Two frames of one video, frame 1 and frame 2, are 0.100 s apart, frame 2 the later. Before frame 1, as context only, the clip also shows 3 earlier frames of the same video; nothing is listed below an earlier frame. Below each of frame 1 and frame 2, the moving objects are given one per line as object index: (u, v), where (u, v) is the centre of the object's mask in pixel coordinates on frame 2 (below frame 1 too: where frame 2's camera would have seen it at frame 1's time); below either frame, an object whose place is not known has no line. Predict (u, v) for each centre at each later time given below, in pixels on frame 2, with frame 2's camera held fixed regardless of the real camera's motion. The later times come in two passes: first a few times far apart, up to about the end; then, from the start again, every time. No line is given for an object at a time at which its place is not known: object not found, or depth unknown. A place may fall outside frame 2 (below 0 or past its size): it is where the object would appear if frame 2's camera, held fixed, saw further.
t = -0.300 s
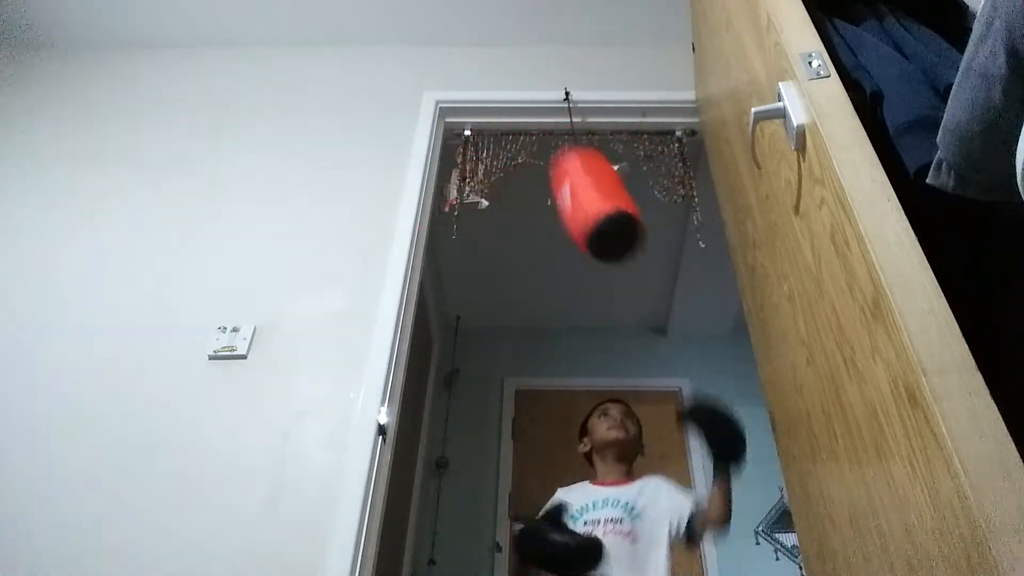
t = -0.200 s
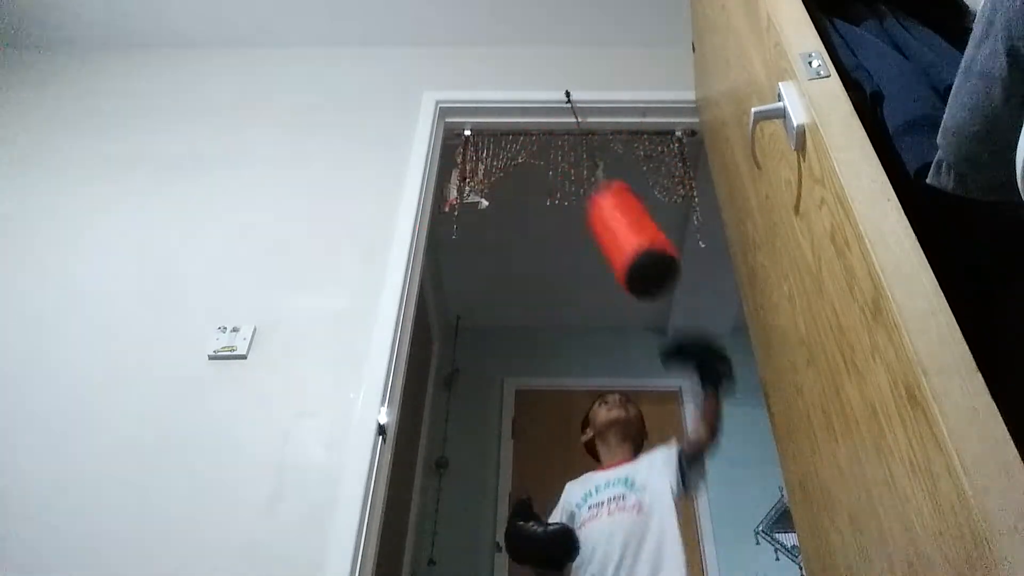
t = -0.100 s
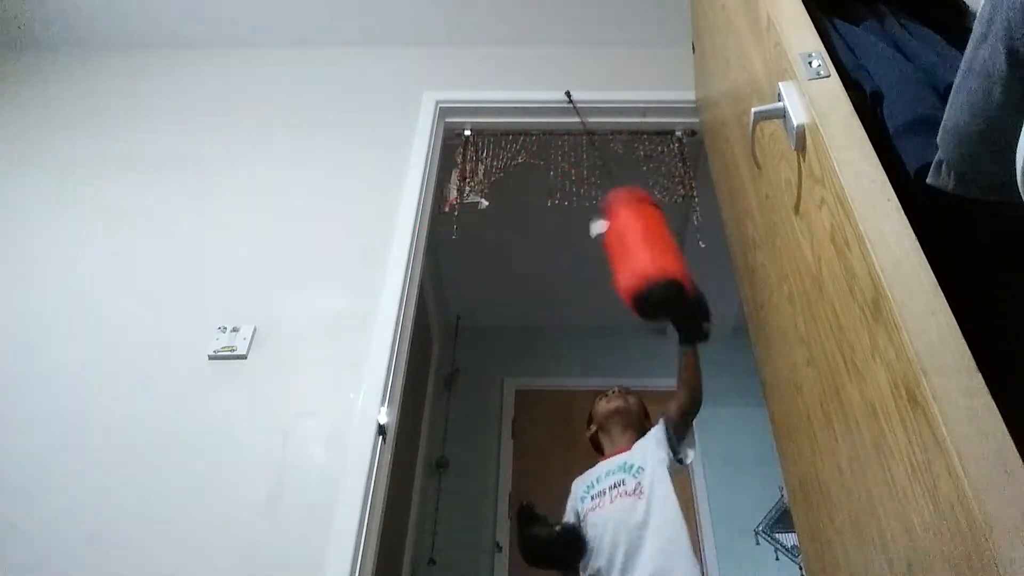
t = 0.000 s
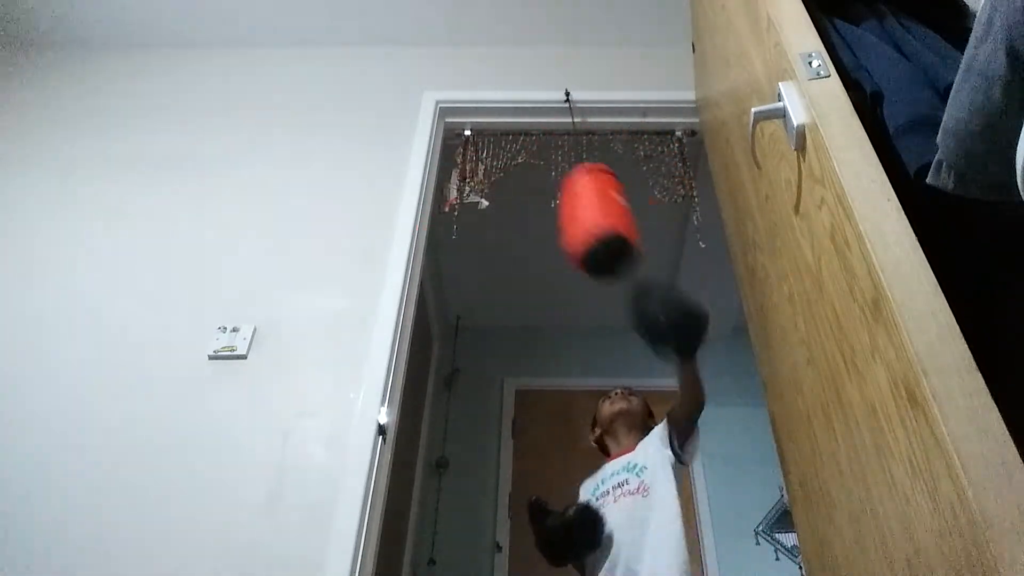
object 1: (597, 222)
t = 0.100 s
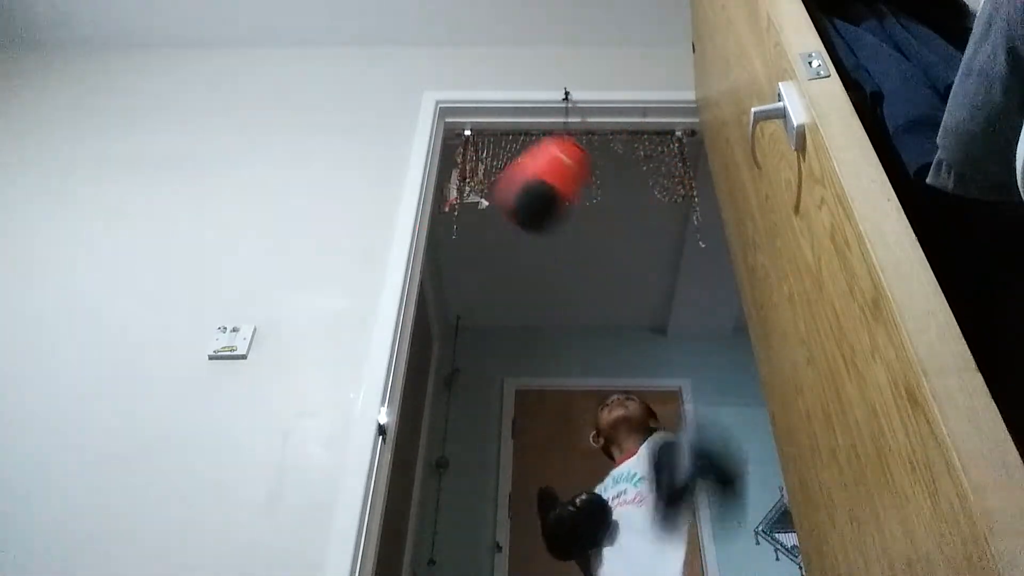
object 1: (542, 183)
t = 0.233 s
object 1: (472, 143)
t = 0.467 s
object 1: (410, 158)
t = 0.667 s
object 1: (421, 233)
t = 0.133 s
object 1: (525, 171)
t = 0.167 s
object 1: (504, 158)
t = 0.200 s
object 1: (486, 149)
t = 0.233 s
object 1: (472, 143)
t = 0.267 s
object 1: (457, 141)
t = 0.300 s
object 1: (445, 141)
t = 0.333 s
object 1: (435, 143)
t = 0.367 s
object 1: (428, 145)
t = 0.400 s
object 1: (422, 148)
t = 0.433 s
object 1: (416, 152)
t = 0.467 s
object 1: (410, 158)
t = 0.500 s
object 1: (405, 166)
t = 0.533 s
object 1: (403, 175)
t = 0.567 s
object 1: (403, 187)
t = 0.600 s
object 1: (406, 202)
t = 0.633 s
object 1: (412, 218)
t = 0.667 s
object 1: (421, 233)
